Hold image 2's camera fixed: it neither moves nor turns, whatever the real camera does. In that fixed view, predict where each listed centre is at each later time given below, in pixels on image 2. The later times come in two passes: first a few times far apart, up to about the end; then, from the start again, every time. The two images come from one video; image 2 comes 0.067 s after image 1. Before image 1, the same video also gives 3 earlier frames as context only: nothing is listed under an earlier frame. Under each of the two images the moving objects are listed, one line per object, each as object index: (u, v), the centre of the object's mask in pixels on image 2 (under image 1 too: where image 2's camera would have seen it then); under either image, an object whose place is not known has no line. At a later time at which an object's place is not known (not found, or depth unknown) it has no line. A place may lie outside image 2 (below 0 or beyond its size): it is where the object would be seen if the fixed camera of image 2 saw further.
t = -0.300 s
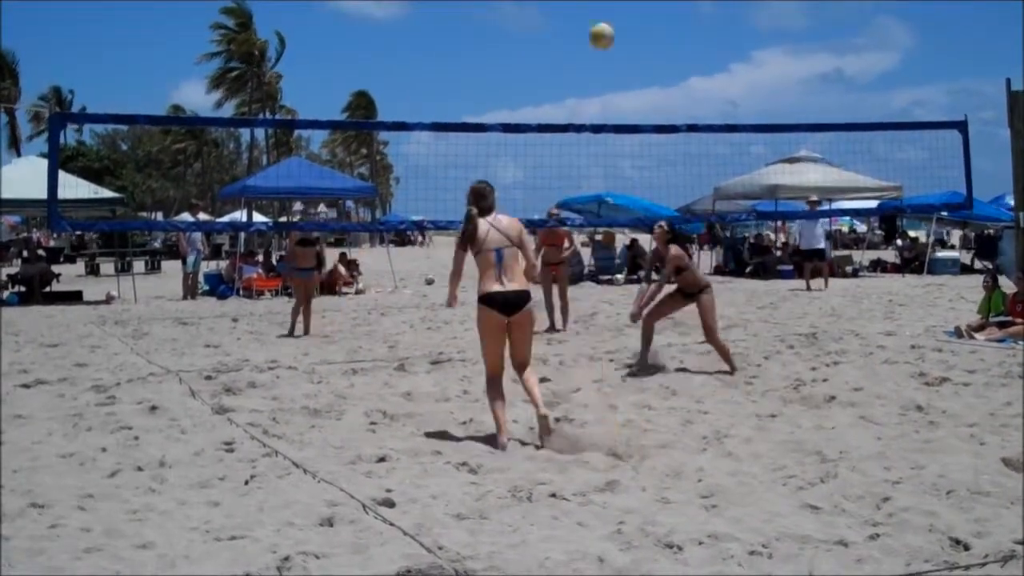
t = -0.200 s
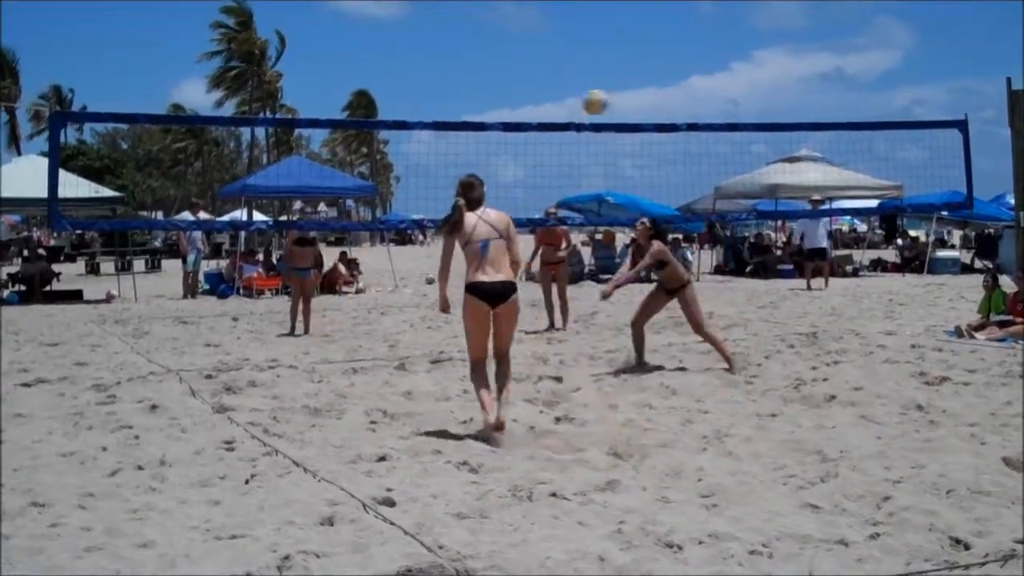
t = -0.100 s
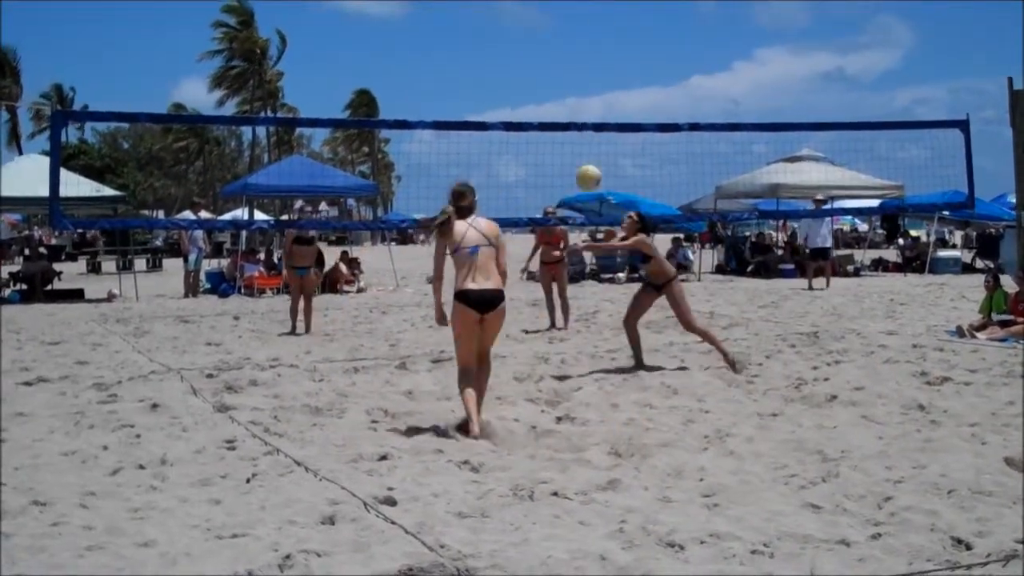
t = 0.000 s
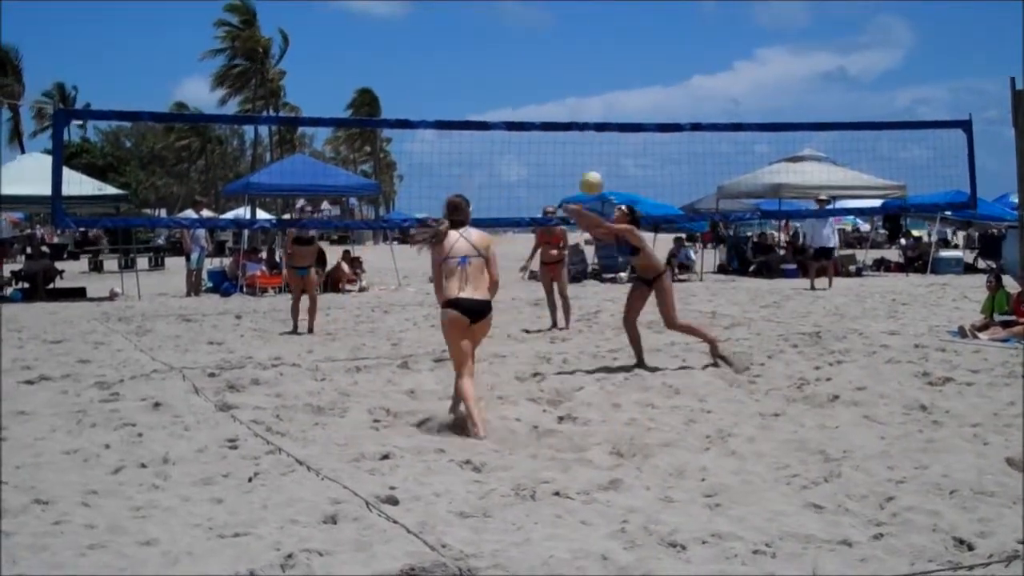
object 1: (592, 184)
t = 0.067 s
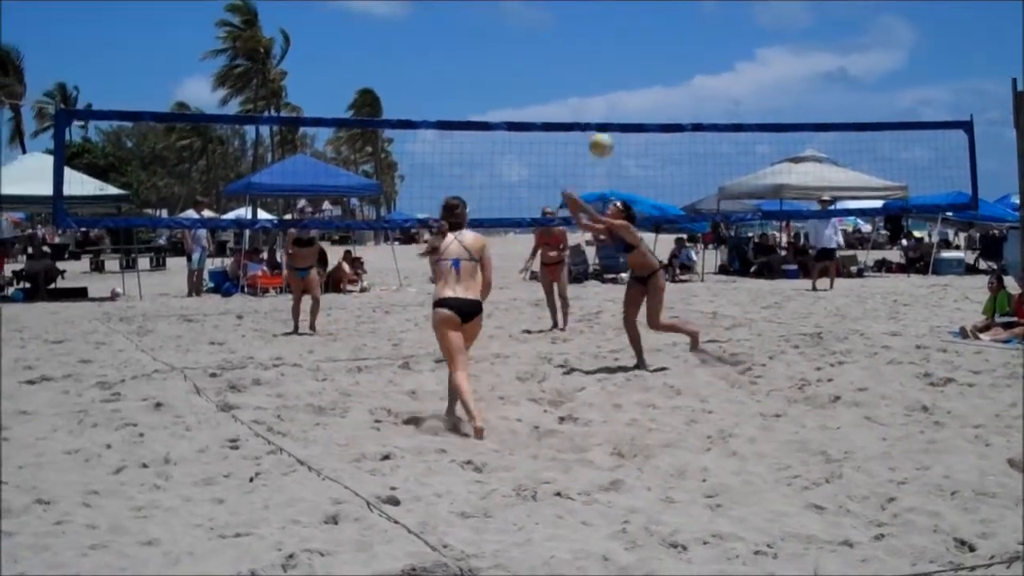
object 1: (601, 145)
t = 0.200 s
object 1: (615, 87)
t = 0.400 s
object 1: (632, 46)
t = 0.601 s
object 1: (643, 49)
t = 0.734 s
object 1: (649, 72)
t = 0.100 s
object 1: (605, 128)
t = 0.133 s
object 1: (608, 113)
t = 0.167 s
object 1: (611, 99)
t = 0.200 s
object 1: (615, 87)
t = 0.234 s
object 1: (619, 76)
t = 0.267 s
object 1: (621, 68)
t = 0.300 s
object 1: (624, 61)
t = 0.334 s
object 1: (626, 54)
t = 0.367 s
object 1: (629, 49)
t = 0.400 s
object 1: (632, 46)
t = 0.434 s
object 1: (634, 43)
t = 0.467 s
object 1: (636, 42)
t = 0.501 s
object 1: (638, 42)
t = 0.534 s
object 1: (640, 43)
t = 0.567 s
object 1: (642, 46)
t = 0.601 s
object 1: (643, 49)
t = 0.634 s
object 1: (645, 53)
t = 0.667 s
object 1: (647, 59)
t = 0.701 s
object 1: (648, 66)
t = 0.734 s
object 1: (649, 72)
